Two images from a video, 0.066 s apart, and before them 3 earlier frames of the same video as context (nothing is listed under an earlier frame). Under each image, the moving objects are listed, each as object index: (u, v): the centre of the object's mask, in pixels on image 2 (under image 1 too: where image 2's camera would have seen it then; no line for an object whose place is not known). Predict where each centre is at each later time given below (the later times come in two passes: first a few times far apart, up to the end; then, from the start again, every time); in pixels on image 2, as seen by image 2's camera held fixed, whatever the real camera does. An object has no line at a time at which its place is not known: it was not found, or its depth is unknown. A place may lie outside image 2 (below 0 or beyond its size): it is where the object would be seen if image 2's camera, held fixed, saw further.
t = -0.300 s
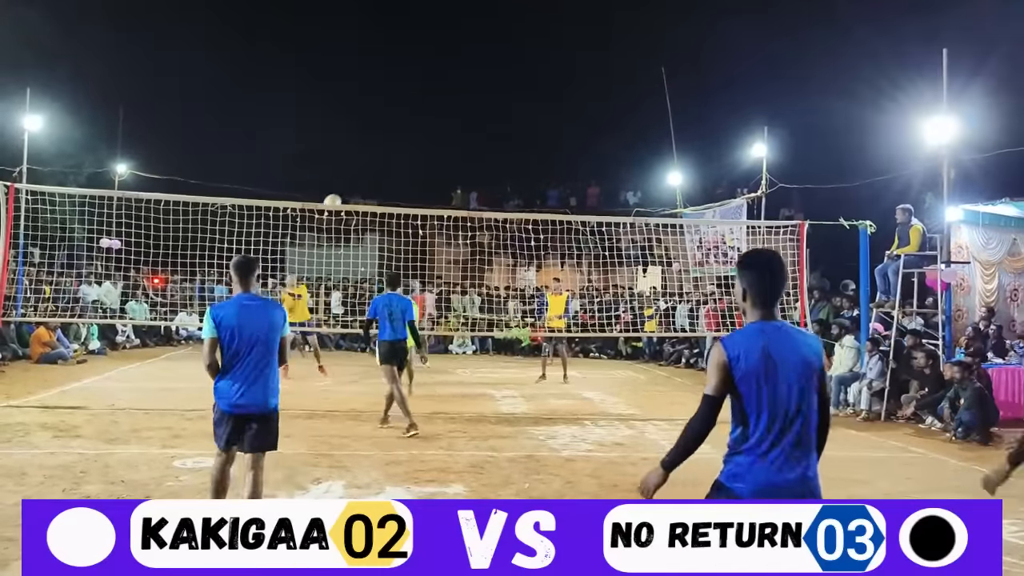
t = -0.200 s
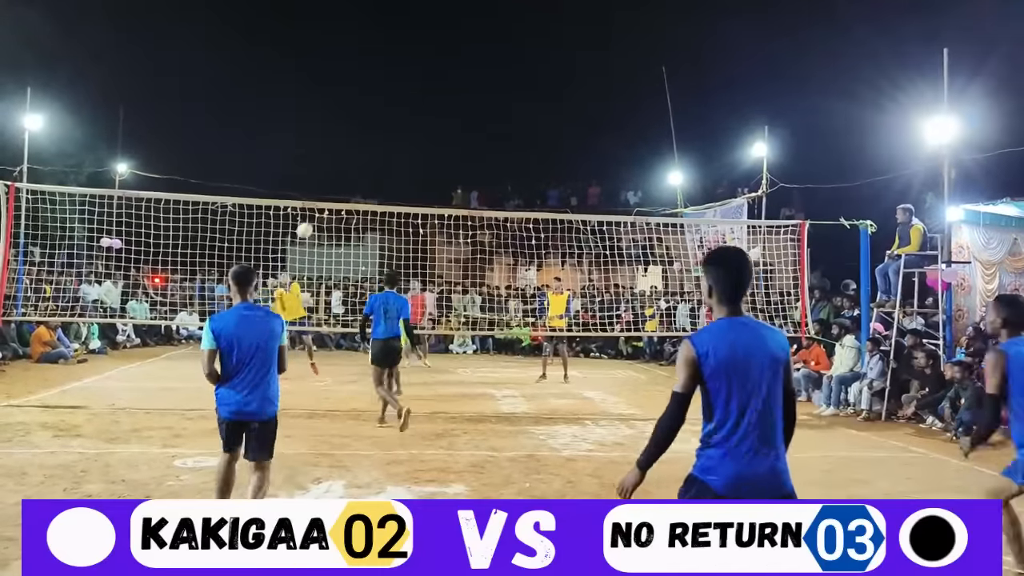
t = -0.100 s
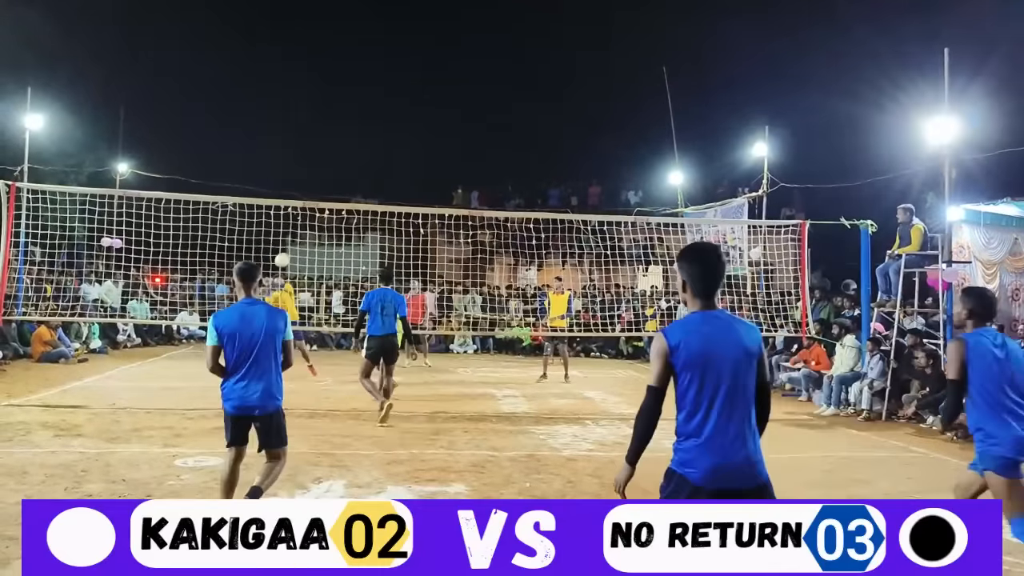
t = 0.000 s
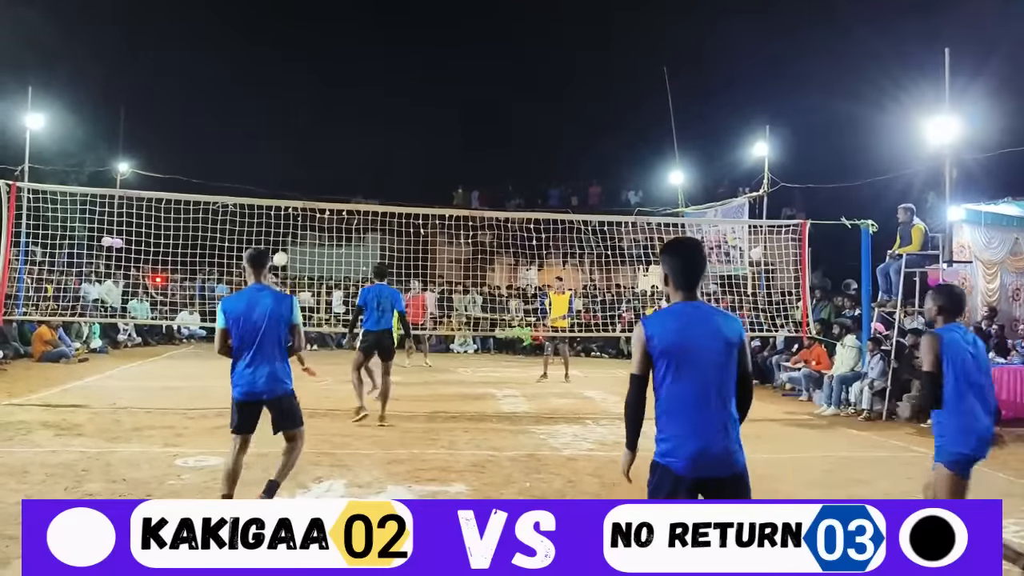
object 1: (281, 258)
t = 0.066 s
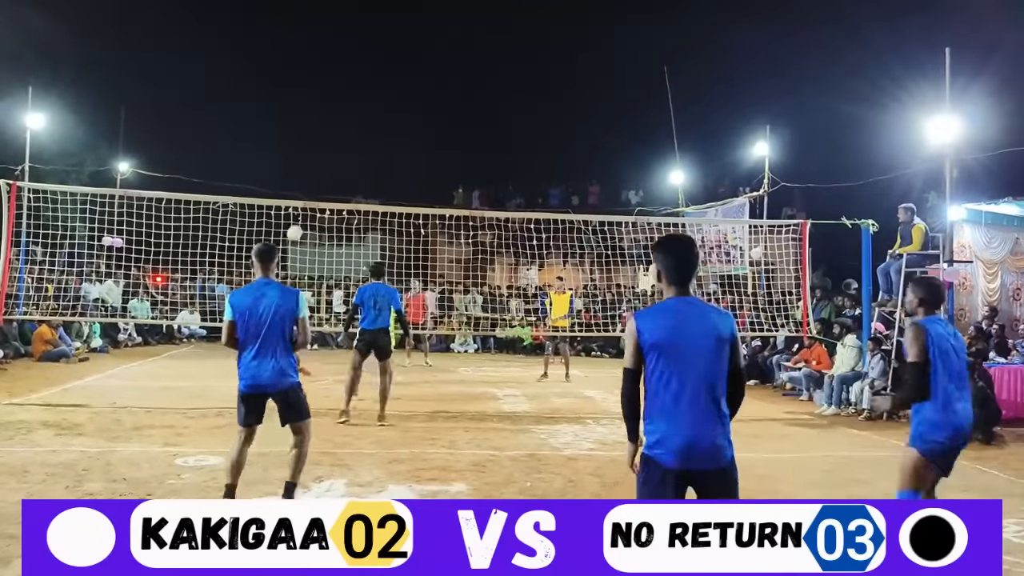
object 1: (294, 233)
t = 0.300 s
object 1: (354, 146)
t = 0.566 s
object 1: (446, 70)
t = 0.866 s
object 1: (594, 52)
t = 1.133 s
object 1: (798, 153)
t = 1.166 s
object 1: (831, 179)
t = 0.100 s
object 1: (301, 220)
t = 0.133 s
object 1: (310, 207)
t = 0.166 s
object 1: (317, 195)
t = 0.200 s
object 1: (326, 182)
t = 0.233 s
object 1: (335, 170)
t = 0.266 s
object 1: (344, 158)
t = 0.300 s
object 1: (354, 146)
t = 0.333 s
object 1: (364, 135)
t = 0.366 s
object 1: (374, 124)
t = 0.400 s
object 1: (385, 114)
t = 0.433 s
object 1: (397, 103)
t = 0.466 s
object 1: (408, 94)
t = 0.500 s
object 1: (420, 85)
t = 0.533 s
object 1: (433, 77)
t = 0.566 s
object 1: (446, 70)
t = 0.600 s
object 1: (459, 64)
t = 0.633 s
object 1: (474, 59)
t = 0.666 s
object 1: (489, 54)
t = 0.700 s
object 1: (504, 51)
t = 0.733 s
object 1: (520, 48)
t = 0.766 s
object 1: (538, 47)
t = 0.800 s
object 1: (556, 48)
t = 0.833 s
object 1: (574, 49)
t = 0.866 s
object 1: (594, 52)
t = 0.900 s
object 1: (615, 56)
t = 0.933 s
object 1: (636, 62)
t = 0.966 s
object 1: (659, 71)
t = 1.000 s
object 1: (683, 81)
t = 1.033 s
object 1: (709, 95)
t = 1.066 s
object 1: (736, 111)
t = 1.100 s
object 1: (765, 128)
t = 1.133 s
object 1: (798, 153)
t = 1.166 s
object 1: (831, 179)
